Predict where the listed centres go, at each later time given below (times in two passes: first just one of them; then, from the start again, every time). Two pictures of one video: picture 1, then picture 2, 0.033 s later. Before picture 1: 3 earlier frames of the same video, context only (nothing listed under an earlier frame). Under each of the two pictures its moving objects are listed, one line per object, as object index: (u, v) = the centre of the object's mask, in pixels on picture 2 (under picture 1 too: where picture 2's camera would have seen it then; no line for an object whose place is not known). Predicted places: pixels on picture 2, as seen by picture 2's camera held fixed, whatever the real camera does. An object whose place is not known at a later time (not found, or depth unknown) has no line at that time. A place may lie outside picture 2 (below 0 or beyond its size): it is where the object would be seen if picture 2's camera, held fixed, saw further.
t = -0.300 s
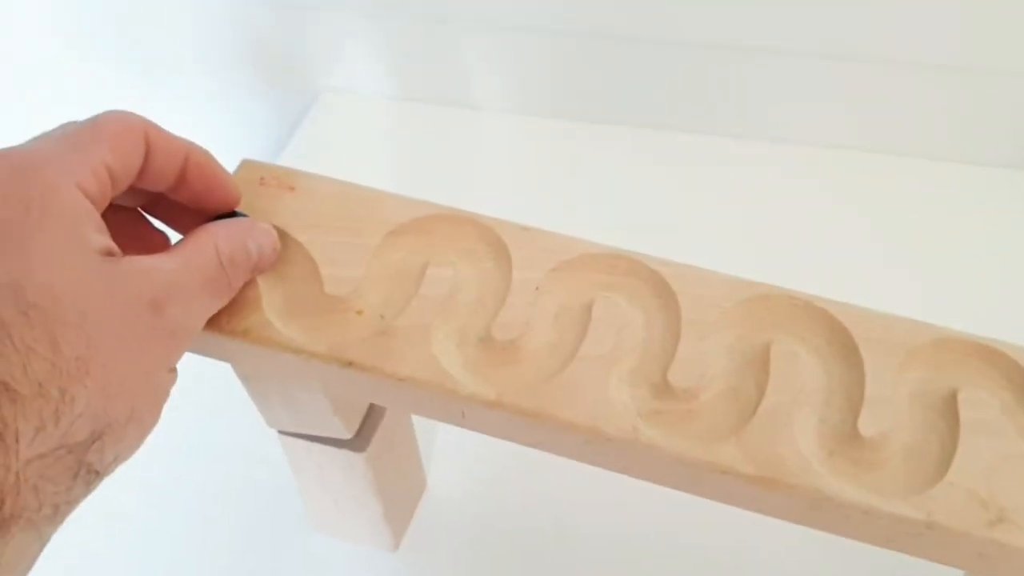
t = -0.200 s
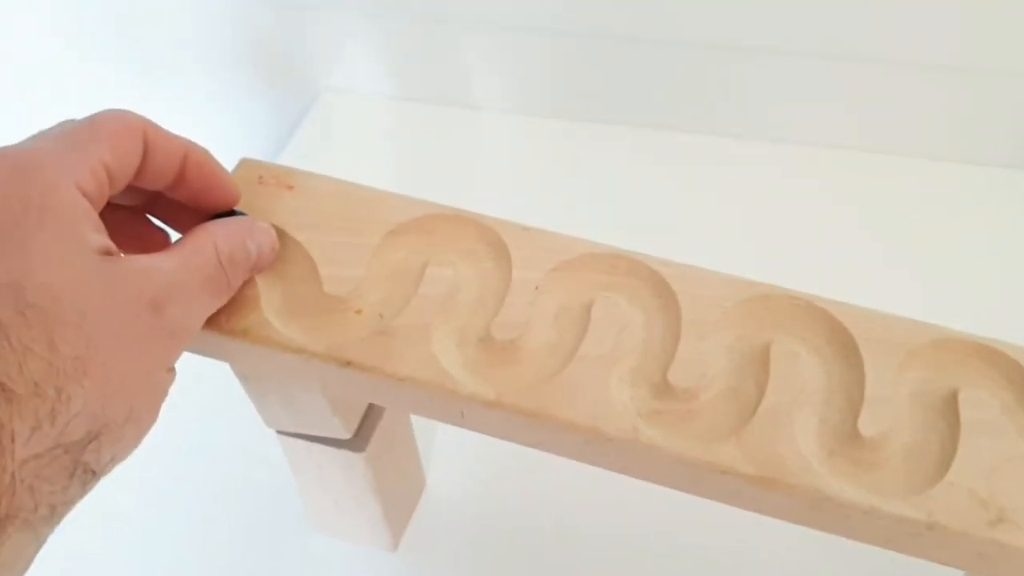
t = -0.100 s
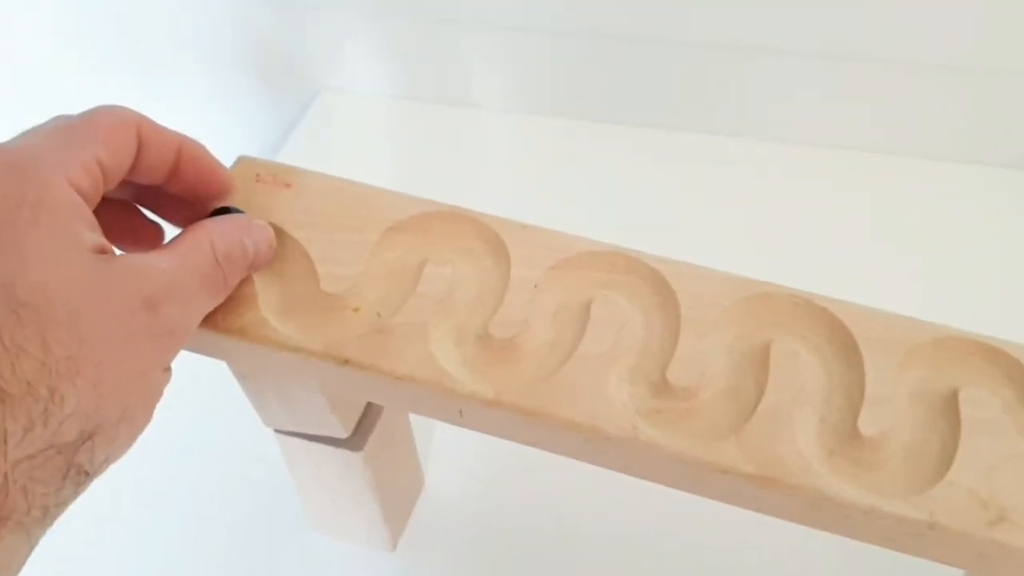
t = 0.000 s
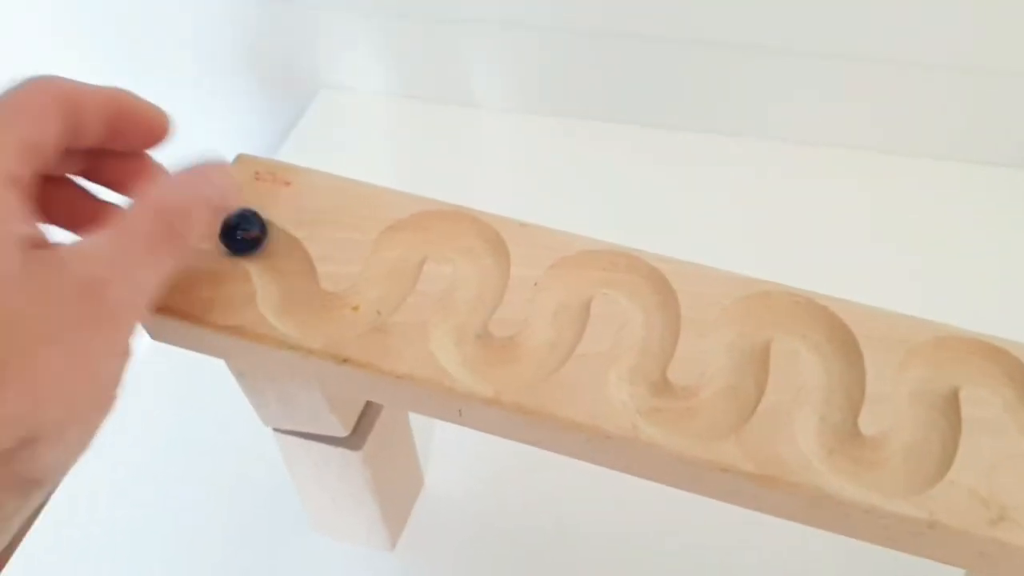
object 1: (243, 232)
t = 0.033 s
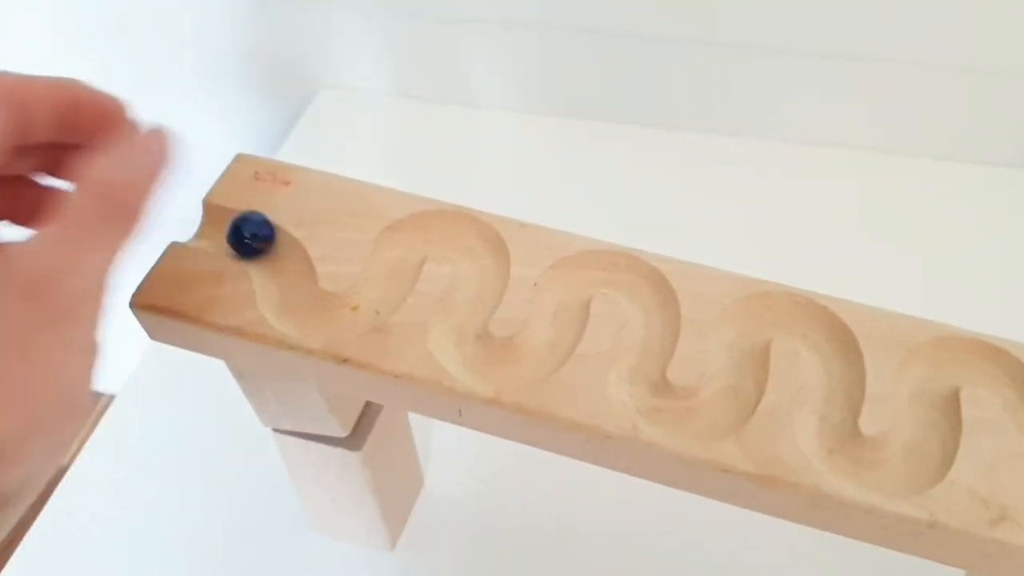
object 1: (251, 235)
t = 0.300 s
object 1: (319, 315)
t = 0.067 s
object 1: (261, 239)
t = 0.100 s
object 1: (273, 246)
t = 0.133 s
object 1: (283, 255)
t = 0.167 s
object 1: (287, 268)
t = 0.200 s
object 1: (291, 283)
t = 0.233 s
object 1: (293, 298)
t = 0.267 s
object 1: (299, 311)
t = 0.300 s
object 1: (319, 315)
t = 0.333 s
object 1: (342, 313)
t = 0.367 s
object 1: (364, 306)
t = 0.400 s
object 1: (377, 294)
